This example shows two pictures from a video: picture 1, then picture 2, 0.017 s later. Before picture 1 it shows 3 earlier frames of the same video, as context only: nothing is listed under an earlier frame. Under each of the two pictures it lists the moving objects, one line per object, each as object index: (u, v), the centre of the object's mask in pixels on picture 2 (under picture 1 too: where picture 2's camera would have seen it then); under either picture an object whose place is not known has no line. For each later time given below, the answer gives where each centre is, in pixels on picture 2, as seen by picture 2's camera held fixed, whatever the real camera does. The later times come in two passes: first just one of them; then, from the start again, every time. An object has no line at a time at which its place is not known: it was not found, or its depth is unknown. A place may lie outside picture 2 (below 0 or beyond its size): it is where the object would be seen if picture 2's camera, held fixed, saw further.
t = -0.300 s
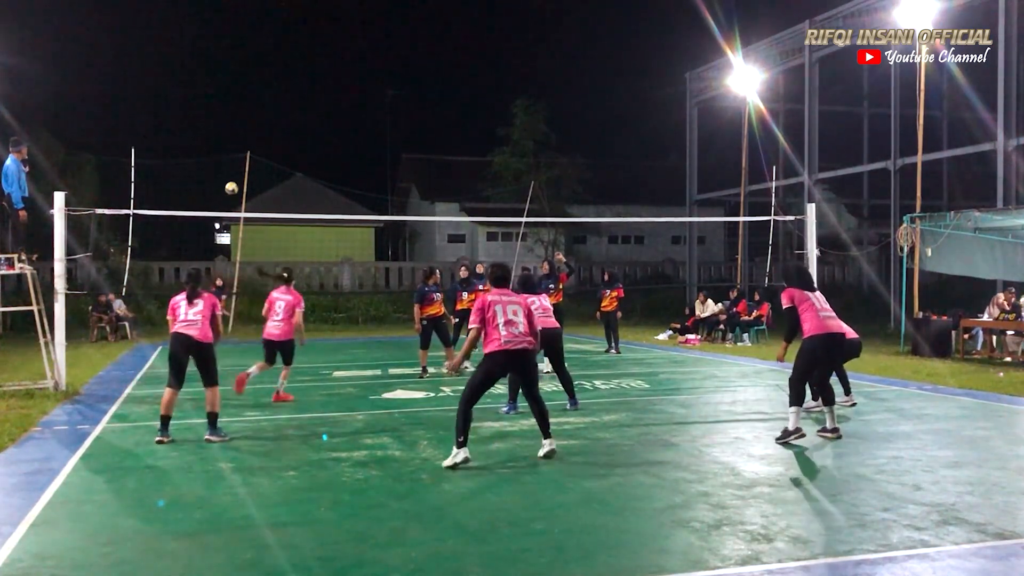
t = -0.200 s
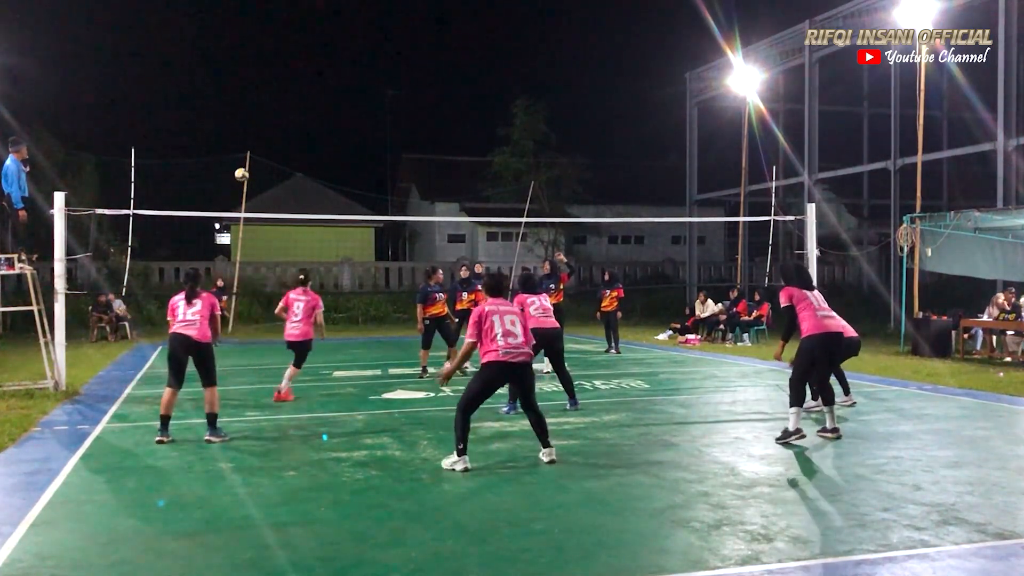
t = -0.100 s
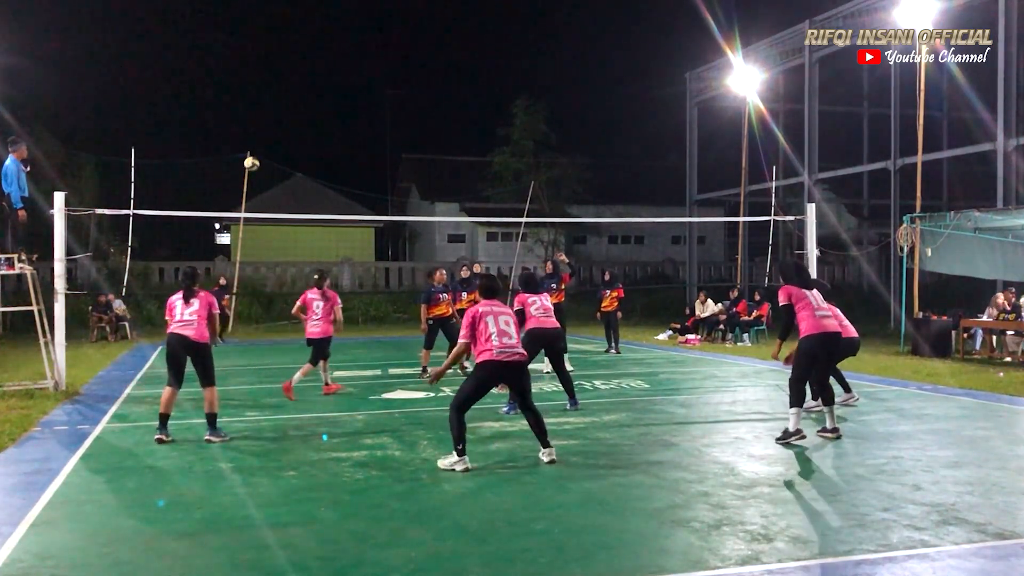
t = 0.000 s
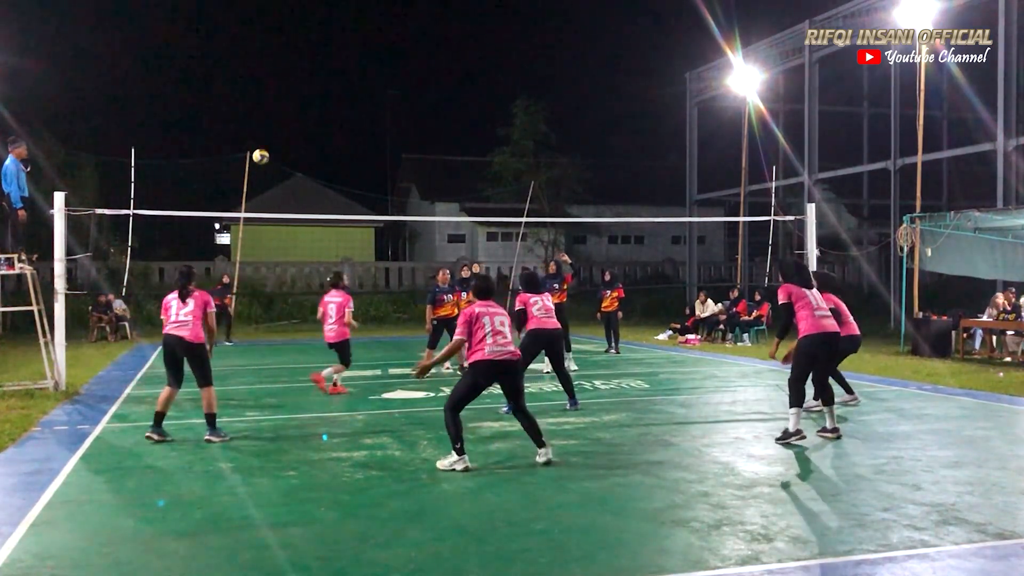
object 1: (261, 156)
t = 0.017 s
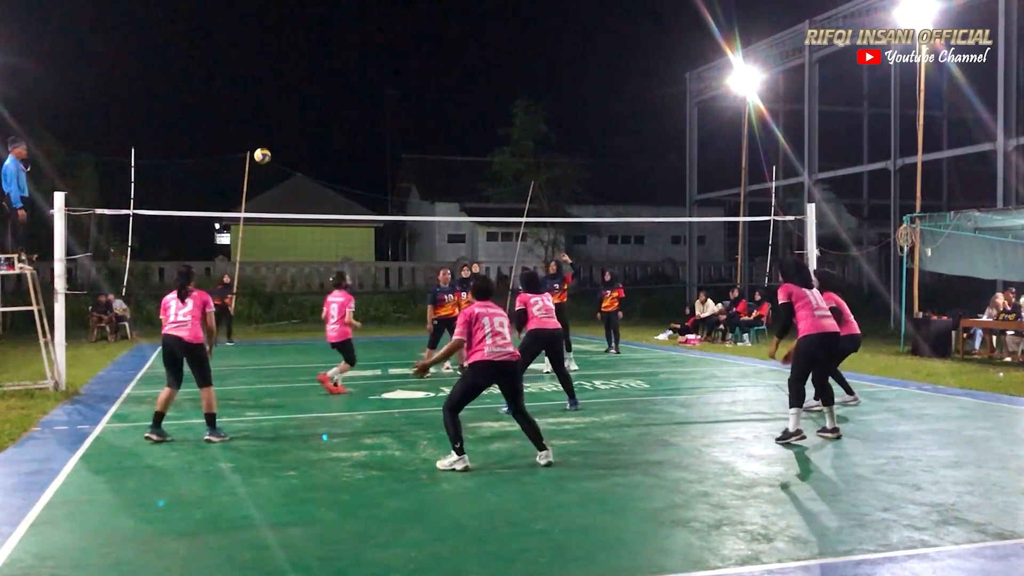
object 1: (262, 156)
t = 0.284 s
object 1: (279, 173)
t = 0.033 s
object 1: (264, 155)
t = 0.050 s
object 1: (265, 155)
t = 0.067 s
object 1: (266, 154)
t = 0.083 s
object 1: (267, 154)
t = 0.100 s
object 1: (269, 154)
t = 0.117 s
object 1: (270, 155)
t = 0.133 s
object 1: (271, 156)
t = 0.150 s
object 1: (272, 156)
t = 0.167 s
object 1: (273, 158)
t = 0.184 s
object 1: (274, 159)
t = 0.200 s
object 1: (275, 160)
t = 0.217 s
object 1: (276, 163)
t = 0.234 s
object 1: (277, 165)
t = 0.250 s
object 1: (278, 167)
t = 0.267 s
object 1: (279, 170)
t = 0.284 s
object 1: (279, 173)
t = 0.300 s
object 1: (280, 176)
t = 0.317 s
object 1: (281, 180)
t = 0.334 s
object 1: (282, 184)
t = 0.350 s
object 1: (282, 188)
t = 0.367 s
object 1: (283, 194)
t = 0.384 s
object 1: (284, 199)
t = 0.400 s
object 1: (285, 204)
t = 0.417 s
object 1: (286, 211)
